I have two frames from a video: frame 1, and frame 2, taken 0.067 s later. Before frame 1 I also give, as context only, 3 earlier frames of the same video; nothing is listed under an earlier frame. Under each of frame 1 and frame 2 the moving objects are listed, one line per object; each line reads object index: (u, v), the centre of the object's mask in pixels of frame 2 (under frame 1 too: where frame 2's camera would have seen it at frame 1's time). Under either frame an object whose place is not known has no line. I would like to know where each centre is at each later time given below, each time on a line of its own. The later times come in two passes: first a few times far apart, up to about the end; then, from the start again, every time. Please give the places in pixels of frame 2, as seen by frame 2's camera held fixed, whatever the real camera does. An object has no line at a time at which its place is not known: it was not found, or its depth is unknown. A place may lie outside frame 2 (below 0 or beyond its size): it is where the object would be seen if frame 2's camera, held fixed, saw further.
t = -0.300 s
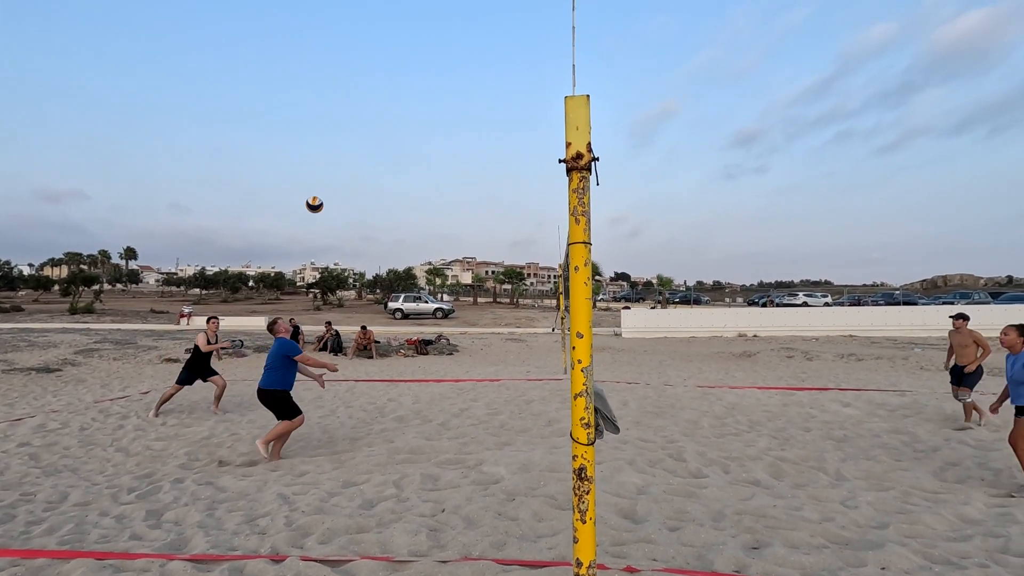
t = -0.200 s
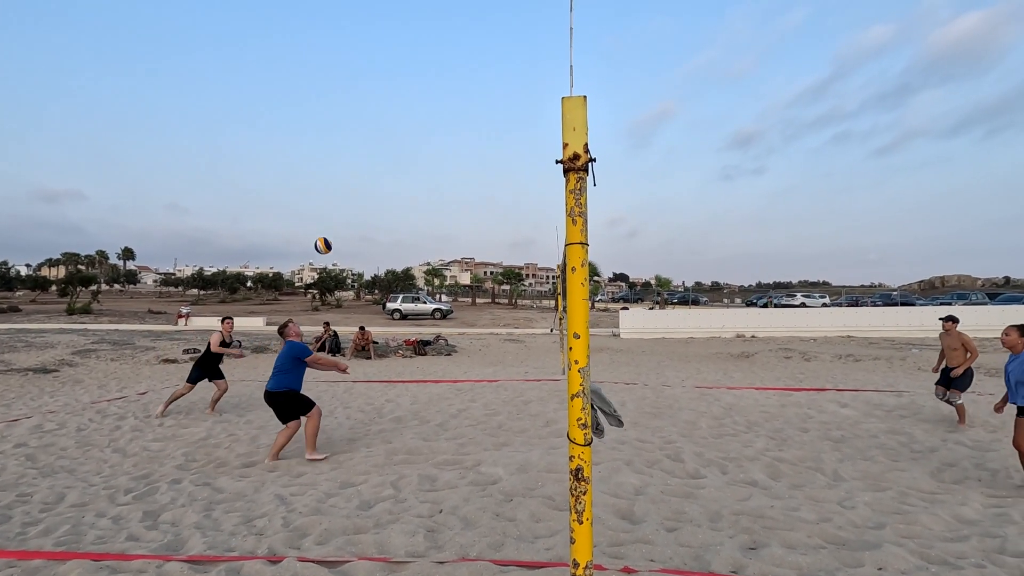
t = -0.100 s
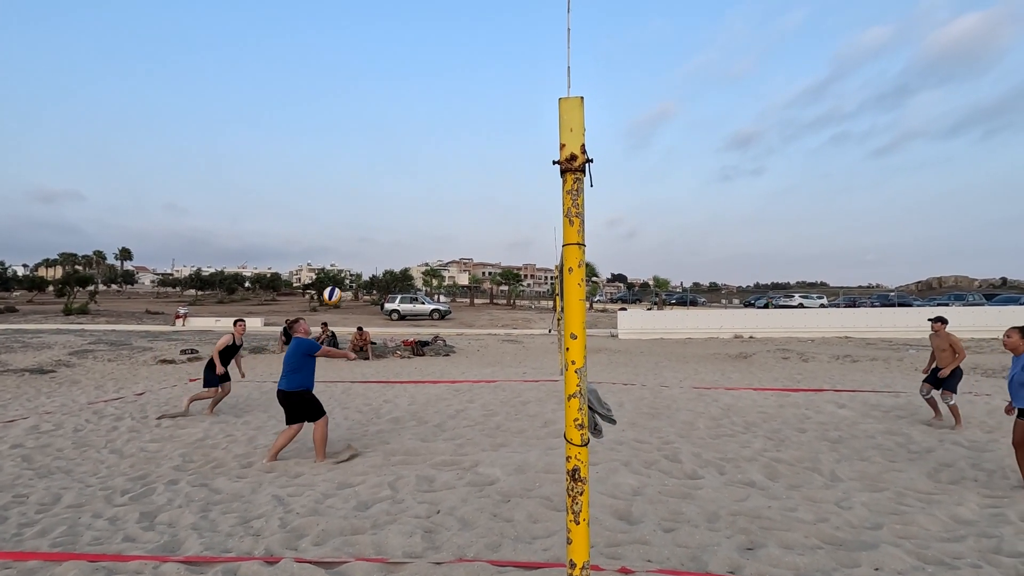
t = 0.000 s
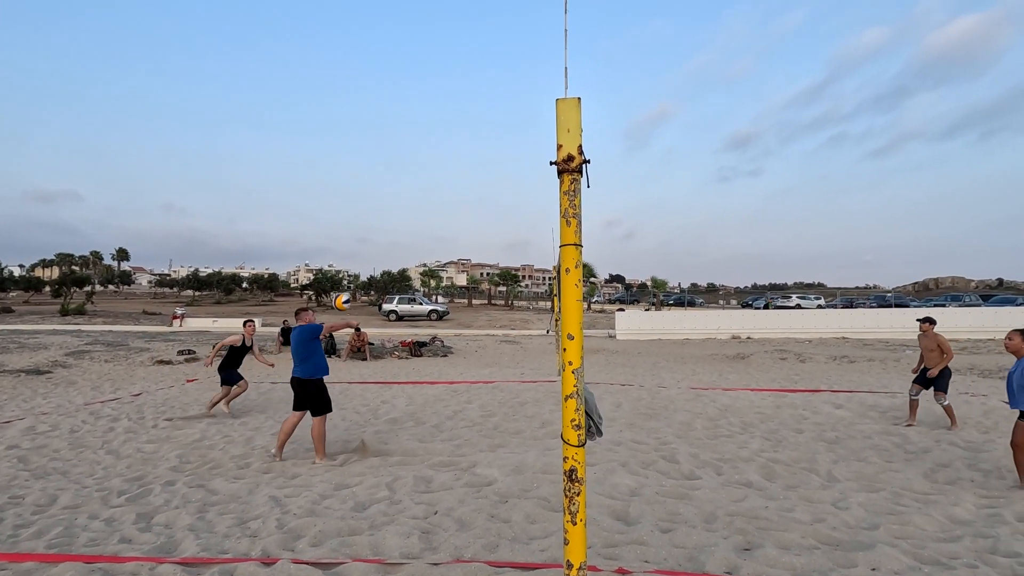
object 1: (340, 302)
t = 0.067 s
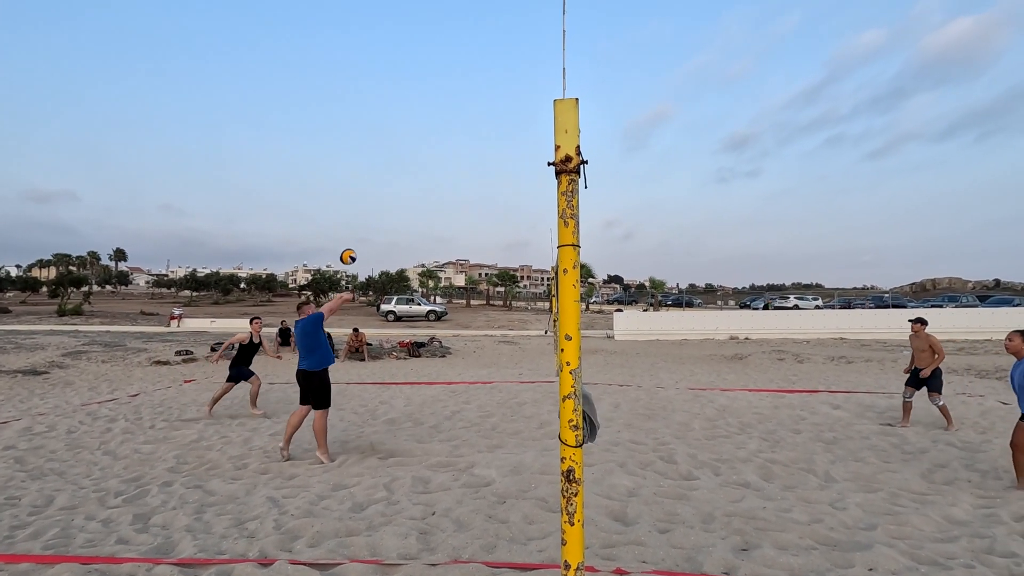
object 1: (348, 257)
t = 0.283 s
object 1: (374, 141)
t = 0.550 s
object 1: (407, 63)
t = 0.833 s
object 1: (438, 43)
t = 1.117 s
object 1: (464, 78)
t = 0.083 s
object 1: (350, 246)
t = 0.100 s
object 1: (352, 236)
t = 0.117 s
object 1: (354, 226)
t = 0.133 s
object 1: (356, 216)
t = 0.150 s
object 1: (358, 206)
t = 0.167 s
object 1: (360, 197)
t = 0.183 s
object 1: (362, 188)
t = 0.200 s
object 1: (364, 180)
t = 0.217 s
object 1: (366, 171)
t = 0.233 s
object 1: (368, 163)
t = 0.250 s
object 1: (370, 156)
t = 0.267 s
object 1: (372, 148)
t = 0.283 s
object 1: (374, 141)
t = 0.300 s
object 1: (376, 134)
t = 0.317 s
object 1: (379, 128)
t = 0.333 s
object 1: (380, 121)
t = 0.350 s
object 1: (383, 115)
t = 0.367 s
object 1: (384, 109)
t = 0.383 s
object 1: (387, 104)
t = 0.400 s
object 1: (389, 99)
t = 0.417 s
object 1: (391, 94)
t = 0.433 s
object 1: (393, 89)
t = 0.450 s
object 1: (395, 84)
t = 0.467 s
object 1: (397, 80)
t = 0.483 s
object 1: (399, 76)
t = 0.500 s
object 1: (401, 72)
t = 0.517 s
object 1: (403, 69)
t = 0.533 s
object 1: (405, 66)
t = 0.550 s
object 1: (407, 63)
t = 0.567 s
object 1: (409, 60)
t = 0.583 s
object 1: (410, 57)
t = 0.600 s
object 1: (412, 55)
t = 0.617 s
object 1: (414, 52)
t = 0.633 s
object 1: (416, 50)
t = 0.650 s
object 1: (418, 49)
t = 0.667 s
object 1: (420, 47)
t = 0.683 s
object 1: (422, 46)
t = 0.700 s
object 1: (424, 45)
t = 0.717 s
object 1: (425, 44)
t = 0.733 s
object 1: (427, 43)
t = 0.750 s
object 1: (429, 42)
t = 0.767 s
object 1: (431, 42)
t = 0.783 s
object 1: (432, 42)
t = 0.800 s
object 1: (434, 42)
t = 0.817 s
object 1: (436, 42)
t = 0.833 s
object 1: (438, 43)
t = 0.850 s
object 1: (439, 43)
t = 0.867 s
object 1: (441, 44)
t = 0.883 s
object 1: (443, 46)
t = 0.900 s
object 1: (444, 47)
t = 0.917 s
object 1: (446, 48)
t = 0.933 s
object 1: (447, 50)
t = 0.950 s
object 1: (449, 52)
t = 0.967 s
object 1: (450, 54)
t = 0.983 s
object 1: (452, 56)
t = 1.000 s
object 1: (453, 58)
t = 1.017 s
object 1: (455, 60)
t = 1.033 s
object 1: (456, 63)
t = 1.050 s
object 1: (458, 66)
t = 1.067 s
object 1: (459, 68)
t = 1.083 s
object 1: (461, 71)
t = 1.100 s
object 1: (462, 75)
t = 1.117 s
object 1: (464, 78)
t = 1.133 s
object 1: (465, 81)
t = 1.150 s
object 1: (467, 85)
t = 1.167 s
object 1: (468, 89)
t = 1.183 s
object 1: (469, 93)
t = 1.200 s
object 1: (470, 98)
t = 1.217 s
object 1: (472, 102)
